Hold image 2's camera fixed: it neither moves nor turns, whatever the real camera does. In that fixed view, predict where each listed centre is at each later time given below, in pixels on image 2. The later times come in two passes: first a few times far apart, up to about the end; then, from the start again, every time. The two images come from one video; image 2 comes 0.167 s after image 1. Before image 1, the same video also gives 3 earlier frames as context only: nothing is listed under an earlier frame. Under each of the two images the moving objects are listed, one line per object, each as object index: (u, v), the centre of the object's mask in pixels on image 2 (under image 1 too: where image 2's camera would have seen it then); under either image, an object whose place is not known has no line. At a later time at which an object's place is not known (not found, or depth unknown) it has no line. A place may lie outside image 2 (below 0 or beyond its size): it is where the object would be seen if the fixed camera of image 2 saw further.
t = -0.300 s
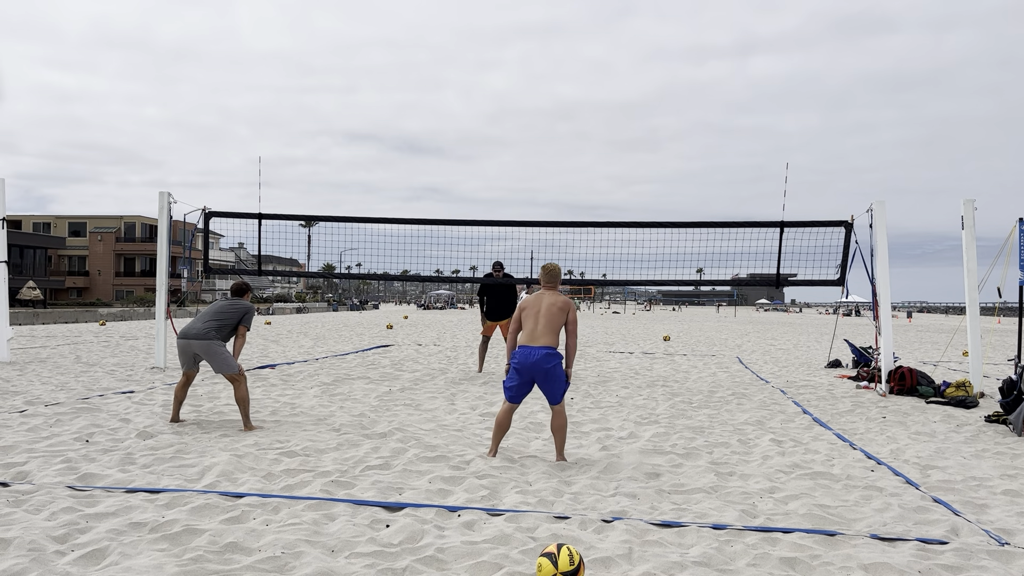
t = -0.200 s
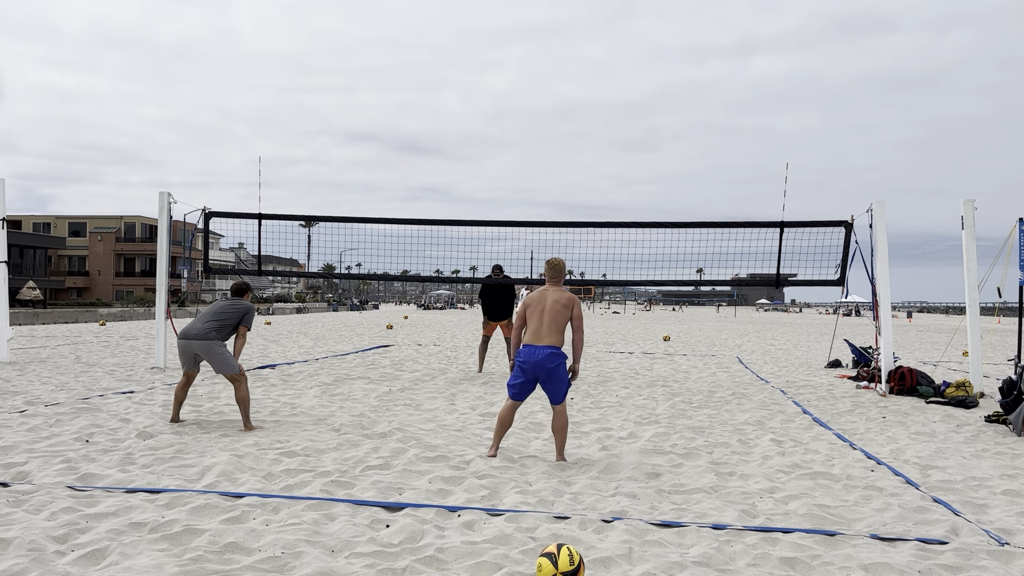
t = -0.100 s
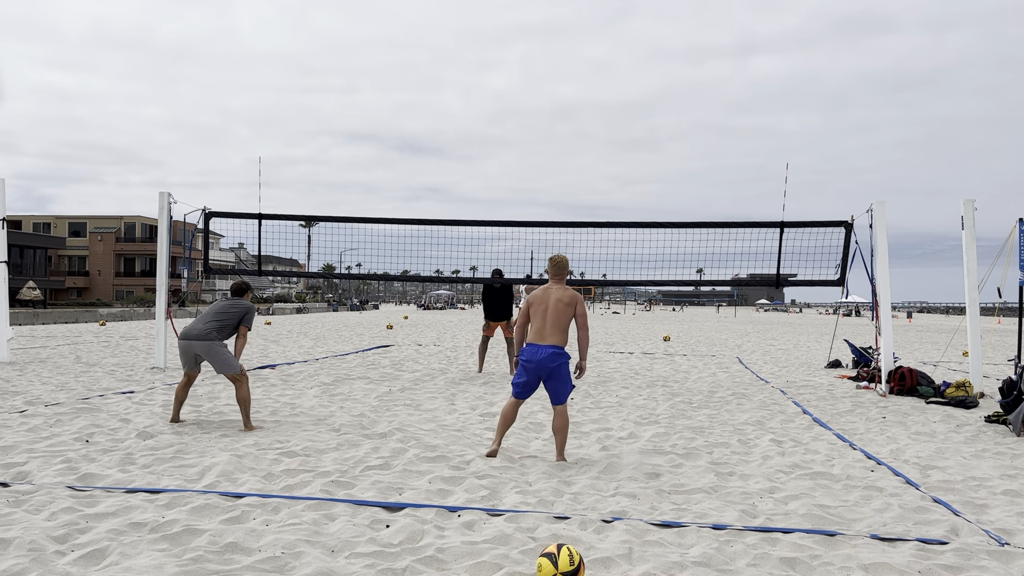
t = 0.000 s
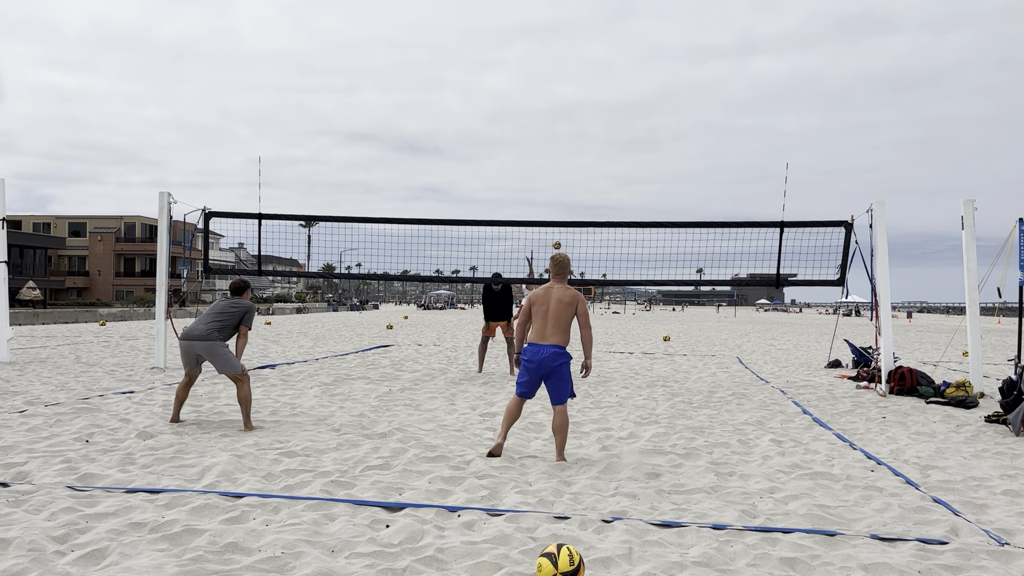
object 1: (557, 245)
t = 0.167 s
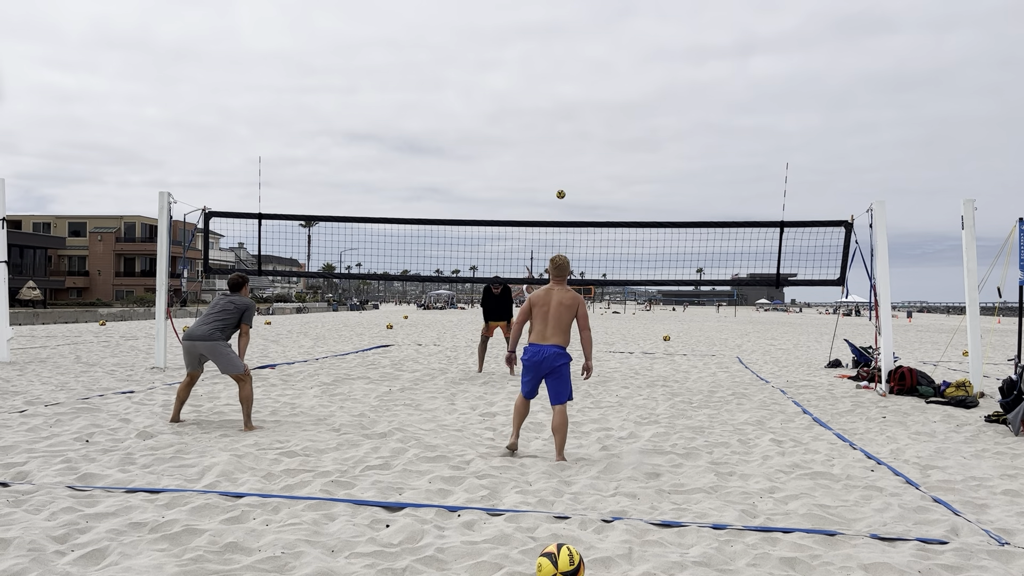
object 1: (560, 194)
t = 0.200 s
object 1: (561, 185)
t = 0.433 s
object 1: (564, 136)
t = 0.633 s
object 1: (564, 116)
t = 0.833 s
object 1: (563, 121)
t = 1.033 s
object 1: (560, 160)
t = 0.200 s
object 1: (561, 185)
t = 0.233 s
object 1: (561, 177)
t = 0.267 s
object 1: (562, 169)
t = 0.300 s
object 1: (562, 161)
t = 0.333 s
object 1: (563, 154)
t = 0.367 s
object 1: (563, 148)
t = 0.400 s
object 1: (563, 142)
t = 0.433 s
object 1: (564, 136)
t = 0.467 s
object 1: (564, 131)
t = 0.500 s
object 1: (564, 127)
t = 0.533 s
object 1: (564, 123)
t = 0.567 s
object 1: (564, 120)
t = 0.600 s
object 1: (564, 117)
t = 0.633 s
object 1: (564, 116)
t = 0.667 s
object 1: (564, 115)
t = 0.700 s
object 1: (564, 114)
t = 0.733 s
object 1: (564, 115)
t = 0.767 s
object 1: (563, 116)
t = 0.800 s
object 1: (563, 118)
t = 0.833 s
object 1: (563, 121)
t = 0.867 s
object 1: (562, 125)
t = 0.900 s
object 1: (562, 130)
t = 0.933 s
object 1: (561, 136)
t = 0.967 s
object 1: (561, 143)
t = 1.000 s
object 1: (560, 151)
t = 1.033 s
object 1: (560, 160)
